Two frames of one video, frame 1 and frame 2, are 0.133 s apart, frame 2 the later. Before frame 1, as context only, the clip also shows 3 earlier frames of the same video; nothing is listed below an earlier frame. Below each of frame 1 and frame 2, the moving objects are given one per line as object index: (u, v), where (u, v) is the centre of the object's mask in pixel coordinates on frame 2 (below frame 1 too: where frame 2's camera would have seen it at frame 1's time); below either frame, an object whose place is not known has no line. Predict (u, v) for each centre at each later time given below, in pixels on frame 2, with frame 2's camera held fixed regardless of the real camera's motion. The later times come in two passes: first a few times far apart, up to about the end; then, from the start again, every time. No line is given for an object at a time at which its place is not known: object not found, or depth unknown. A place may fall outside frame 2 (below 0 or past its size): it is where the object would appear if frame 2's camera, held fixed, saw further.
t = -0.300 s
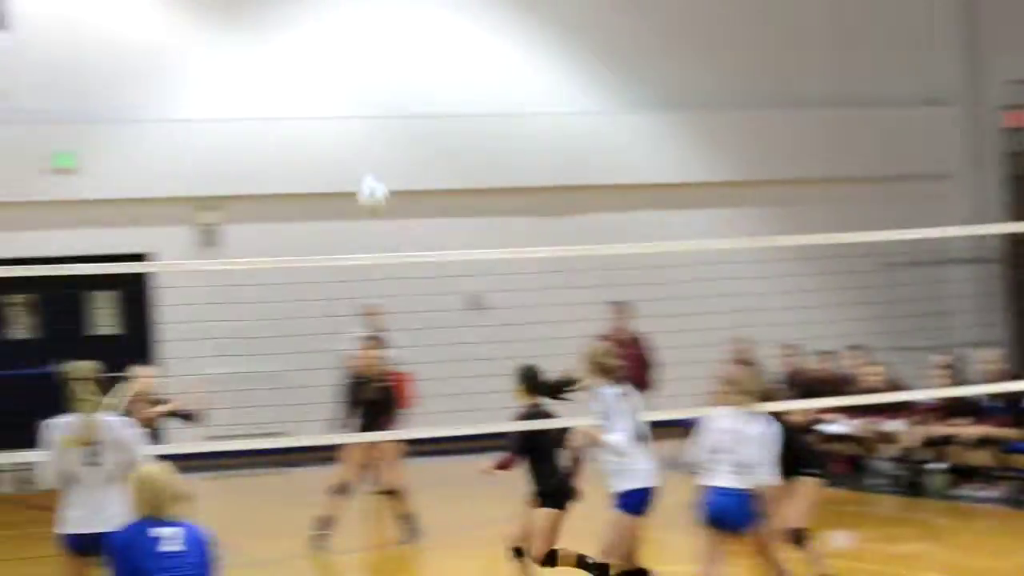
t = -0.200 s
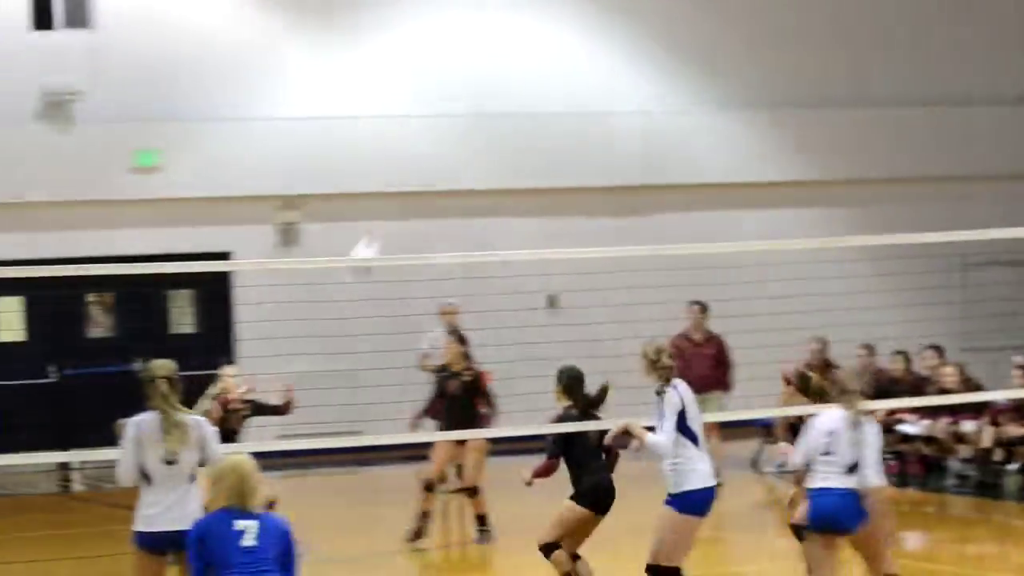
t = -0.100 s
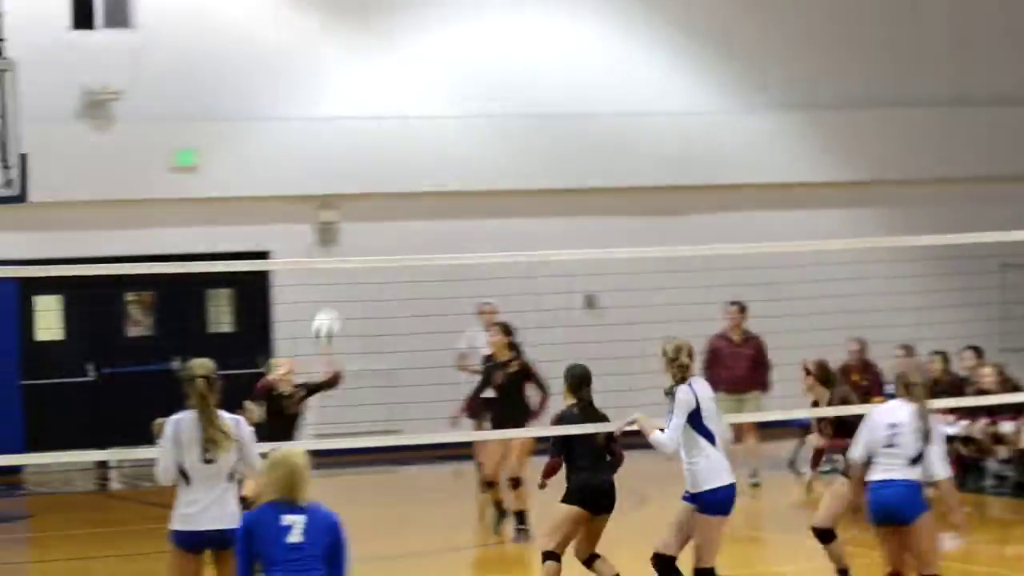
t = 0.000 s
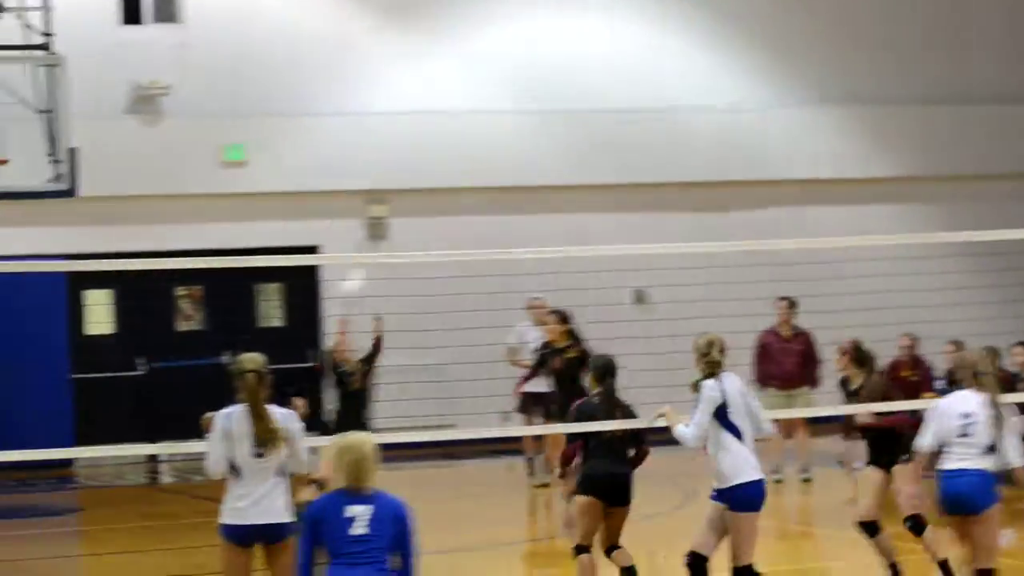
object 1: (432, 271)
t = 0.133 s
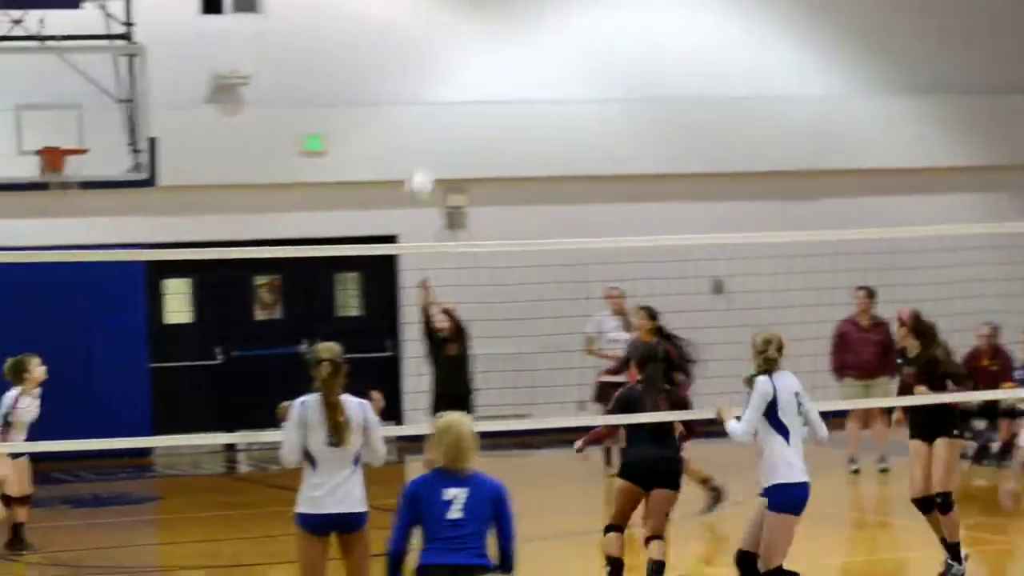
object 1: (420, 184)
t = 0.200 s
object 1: (413, 148)
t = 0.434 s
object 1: (398, 60)
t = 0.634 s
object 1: (386, 41)
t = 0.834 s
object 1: (376, 78)
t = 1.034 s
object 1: (368, 172)
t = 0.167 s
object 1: (416, 164)
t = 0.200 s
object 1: (413, 148)
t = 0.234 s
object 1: (411, 131)
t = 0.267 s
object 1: (410, 115)
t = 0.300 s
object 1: (408, 102)
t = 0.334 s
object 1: (404, 89)
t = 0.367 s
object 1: (403, 79)
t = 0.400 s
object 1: (401, 69)
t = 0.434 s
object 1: (398, 60)
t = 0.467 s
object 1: (397, 53)
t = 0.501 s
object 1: (395, 49)
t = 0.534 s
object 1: (392, 44)
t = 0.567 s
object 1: (390, 42)
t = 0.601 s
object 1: (389, 41)
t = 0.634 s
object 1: (386, 41)
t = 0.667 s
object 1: (383, 44)
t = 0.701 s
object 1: (381, 47)
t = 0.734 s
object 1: (380, 53)
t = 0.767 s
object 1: (380, 59)
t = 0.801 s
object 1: (377, 68)
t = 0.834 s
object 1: (376, 78)
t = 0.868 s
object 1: (374, 90)
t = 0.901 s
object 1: (372, 102)
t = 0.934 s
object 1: (371, 116)
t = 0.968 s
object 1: (369, 133)
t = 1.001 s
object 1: (369, 152)
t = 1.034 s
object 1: (368, 172)
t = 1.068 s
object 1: (367, 193)
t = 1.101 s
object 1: (366, 217)
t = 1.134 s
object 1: (366, 244)
